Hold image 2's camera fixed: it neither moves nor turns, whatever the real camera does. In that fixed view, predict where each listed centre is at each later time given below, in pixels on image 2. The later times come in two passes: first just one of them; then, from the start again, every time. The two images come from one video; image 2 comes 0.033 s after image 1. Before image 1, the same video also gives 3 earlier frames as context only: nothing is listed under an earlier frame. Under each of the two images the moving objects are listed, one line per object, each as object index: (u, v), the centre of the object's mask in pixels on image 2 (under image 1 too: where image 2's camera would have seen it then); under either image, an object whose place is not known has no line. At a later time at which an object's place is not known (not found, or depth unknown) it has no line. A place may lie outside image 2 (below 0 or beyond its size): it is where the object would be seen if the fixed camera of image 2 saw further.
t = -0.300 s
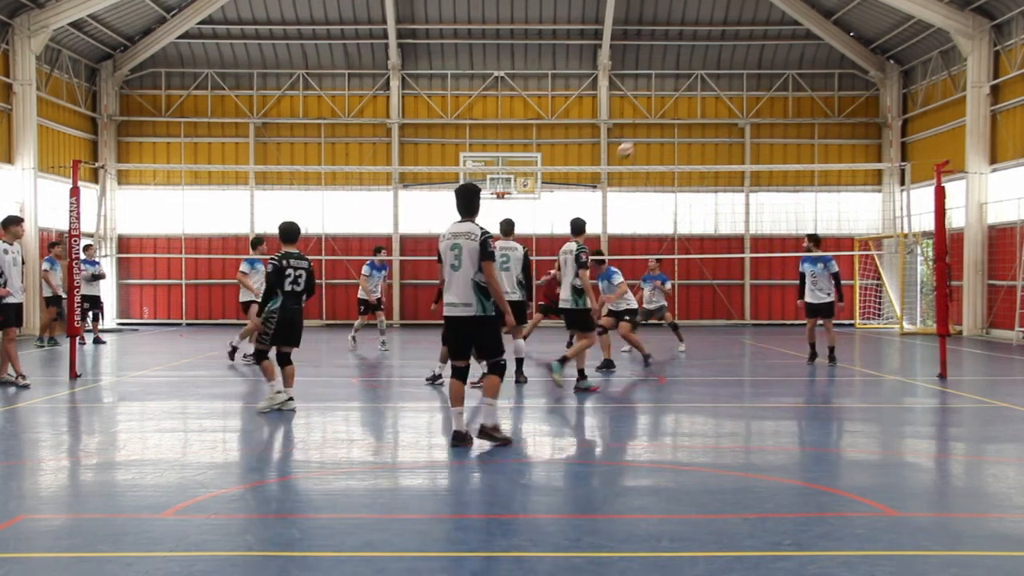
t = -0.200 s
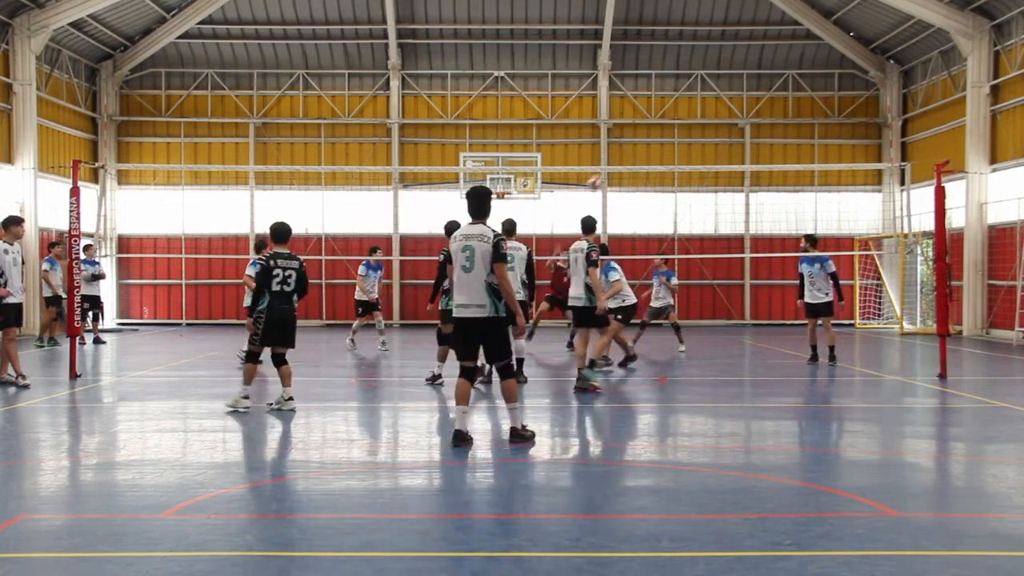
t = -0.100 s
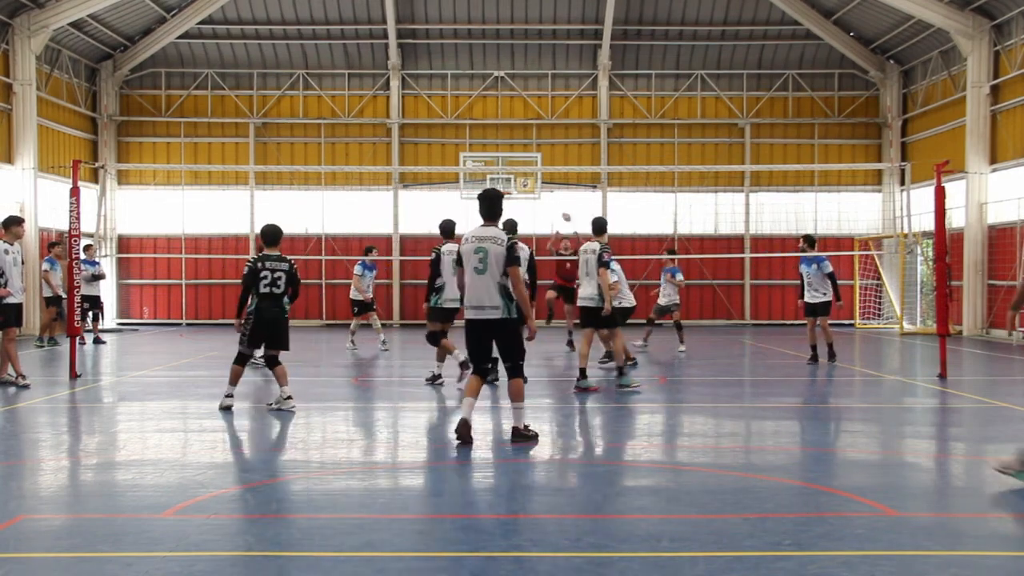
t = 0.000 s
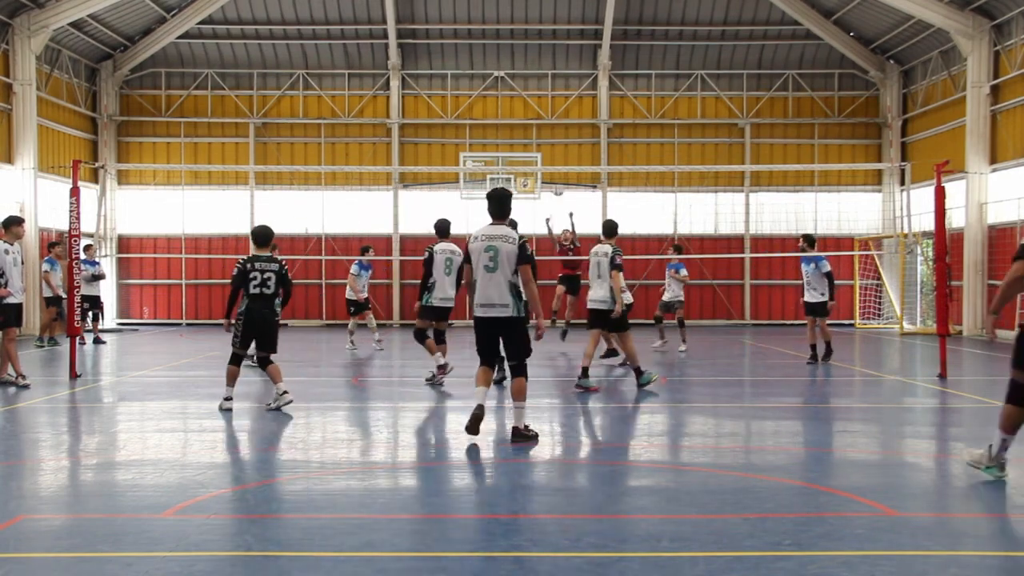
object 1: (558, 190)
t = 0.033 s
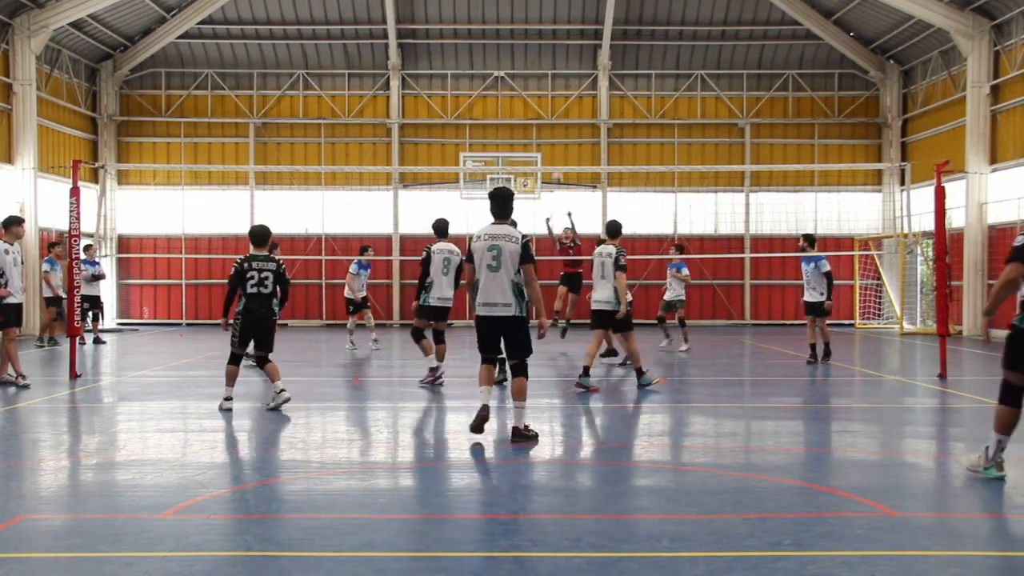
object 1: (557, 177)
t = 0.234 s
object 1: (546, 105)
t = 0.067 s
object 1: (555, 162)
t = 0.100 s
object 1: (553, 151)
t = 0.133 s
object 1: (551, 137)
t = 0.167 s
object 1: (550, 127)
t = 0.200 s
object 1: (548, 116)
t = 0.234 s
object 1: (546, 105)
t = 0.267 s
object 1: (544, 96)
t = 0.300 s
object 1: (543, 87)
